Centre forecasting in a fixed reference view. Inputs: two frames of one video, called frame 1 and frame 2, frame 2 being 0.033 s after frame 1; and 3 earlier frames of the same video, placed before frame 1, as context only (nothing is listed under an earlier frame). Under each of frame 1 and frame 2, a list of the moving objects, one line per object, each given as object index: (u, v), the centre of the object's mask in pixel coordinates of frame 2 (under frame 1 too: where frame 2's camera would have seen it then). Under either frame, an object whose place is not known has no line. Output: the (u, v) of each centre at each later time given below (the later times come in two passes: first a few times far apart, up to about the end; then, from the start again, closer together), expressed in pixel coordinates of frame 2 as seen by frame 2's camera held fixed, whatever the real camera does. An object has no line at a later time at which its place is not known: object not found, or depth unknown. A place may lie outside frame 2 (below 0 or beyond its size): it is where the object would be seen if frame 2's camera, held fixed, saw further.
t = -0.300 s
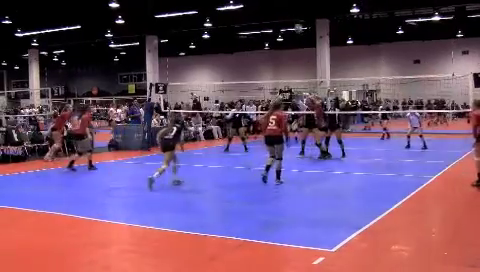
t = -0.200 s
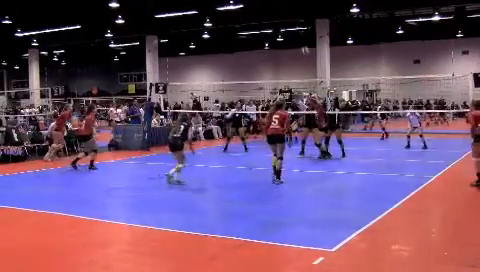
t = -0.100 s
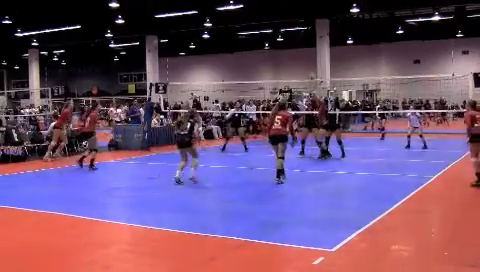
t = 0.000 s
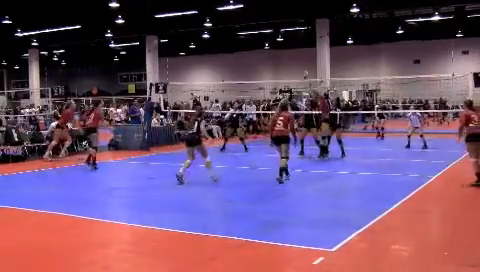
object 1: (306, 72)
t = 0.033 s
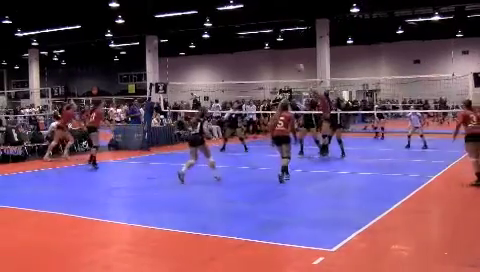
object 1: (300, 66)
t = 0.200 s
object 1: (273, 39)
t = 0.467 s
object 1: (234, 18)
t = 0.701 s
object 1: (204, 19)
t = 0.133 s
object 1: (284, 47)
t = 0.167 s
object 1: (278, 43)
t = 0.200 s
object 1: (273, 39)
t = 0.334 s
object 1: (253, 25)
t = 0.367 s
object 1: (248, 23)
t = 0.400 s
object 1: (244, 21)
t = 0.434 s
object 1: (239, 19)
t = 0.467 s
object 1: (234, 18)
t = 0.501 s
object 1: (230, 17)
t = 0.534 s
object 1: (225, 17)
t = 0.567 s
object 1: (221, 17)
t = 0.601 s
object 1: (216, 17)
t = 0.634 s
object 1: (212, 18)
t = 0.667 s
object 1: (208, 18)
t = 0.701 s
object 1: (204, 19)
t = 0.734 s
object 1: (200, 21)
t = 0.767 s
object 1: (196, 24)
